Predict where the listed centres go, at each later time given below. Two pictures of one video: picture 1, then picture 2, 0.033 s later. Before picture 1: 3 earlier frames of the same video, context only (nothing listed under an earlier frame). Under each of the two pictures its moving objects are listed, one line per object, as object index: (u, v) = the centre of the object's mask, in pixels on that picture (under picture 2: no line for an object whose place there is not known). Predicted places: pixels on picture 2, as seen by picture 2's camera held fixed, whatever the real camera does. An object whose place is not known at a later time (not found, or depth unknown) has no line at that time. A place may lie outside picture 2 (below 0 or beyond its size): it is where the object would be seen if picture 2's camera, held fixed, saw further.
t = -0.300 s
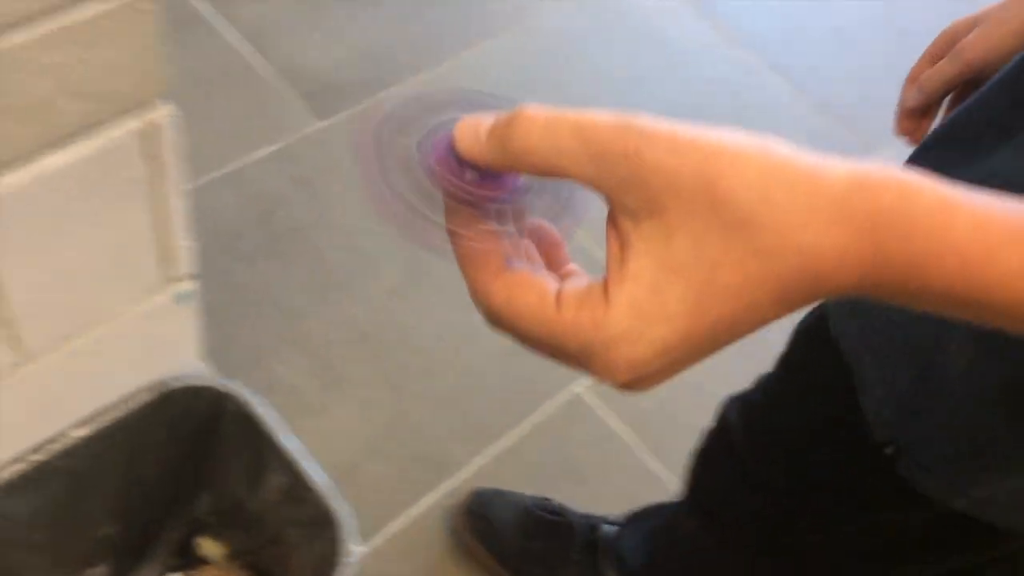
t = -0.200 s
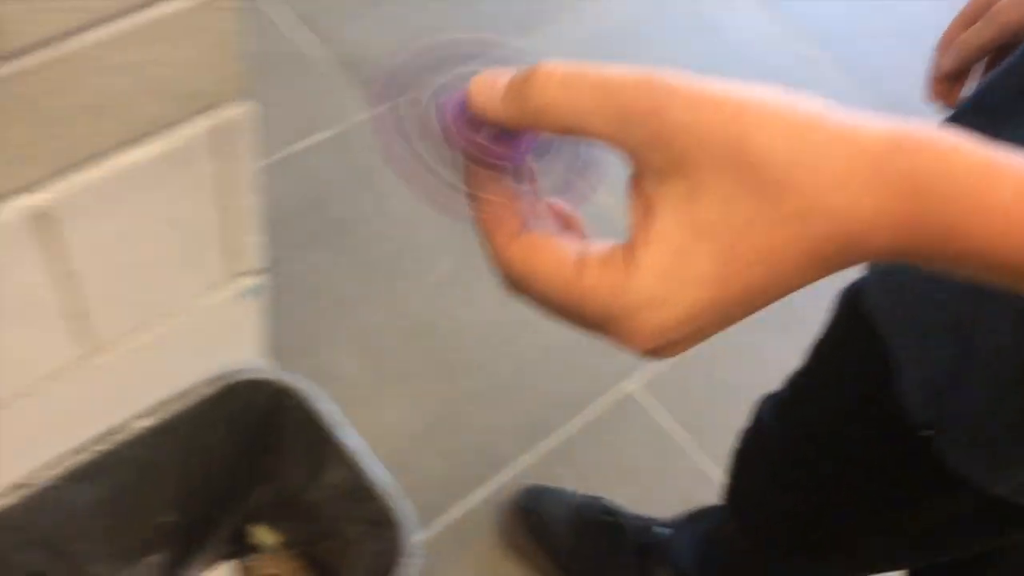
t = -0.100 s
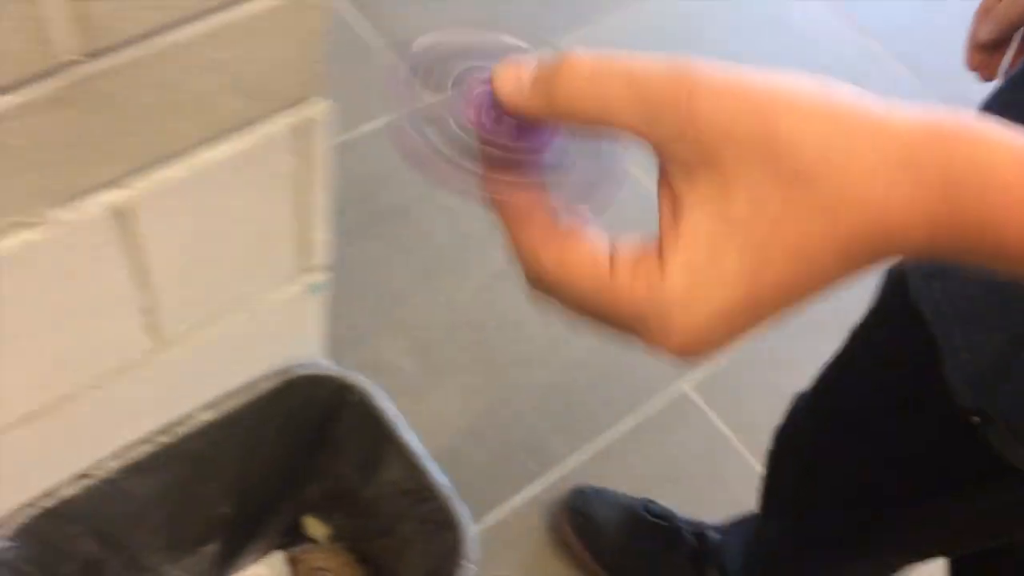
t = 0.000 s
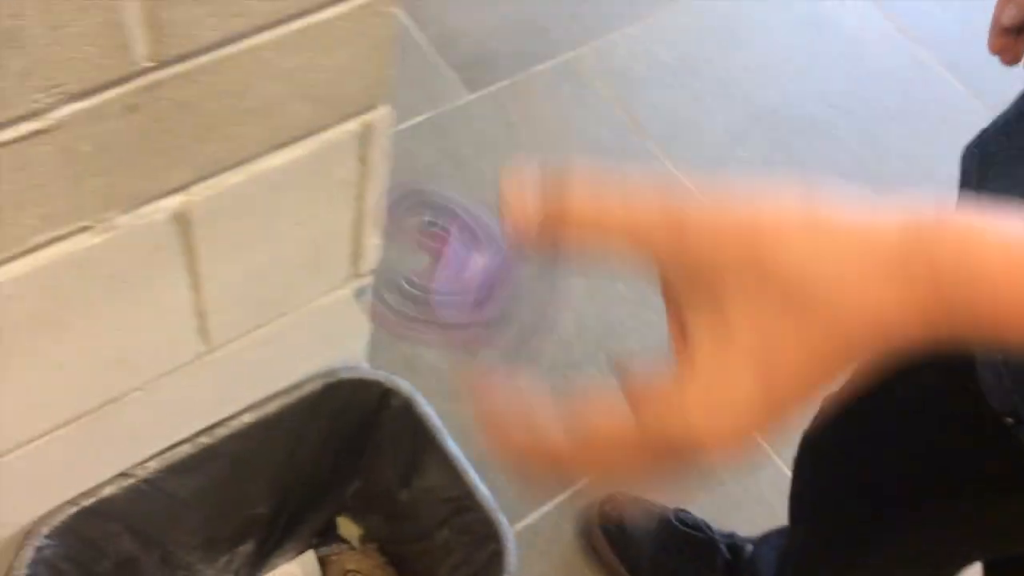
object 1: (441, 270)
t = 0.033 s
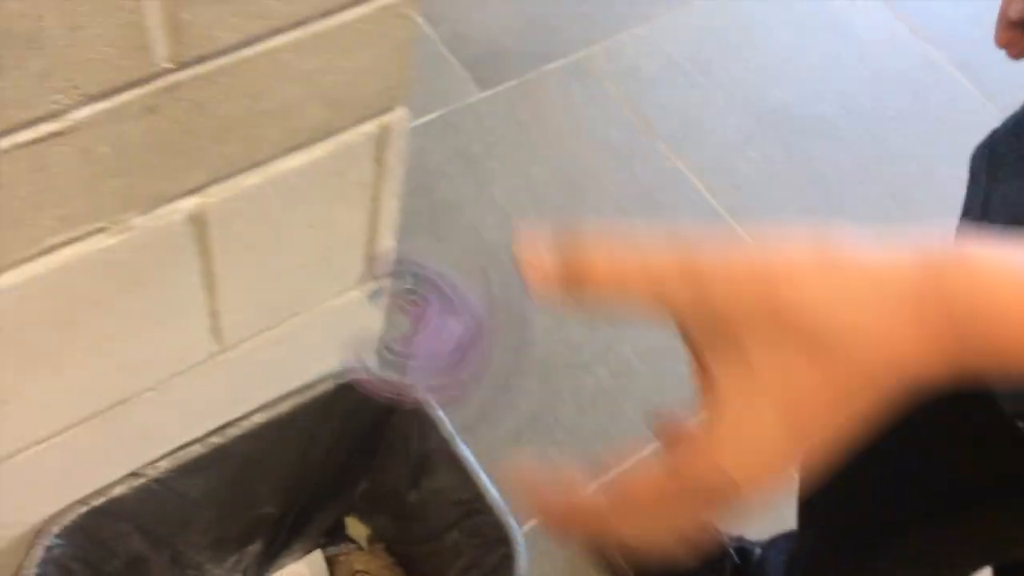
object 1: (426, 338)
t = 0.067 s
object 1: (387, 401)
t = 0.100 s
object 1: (374, 461)
